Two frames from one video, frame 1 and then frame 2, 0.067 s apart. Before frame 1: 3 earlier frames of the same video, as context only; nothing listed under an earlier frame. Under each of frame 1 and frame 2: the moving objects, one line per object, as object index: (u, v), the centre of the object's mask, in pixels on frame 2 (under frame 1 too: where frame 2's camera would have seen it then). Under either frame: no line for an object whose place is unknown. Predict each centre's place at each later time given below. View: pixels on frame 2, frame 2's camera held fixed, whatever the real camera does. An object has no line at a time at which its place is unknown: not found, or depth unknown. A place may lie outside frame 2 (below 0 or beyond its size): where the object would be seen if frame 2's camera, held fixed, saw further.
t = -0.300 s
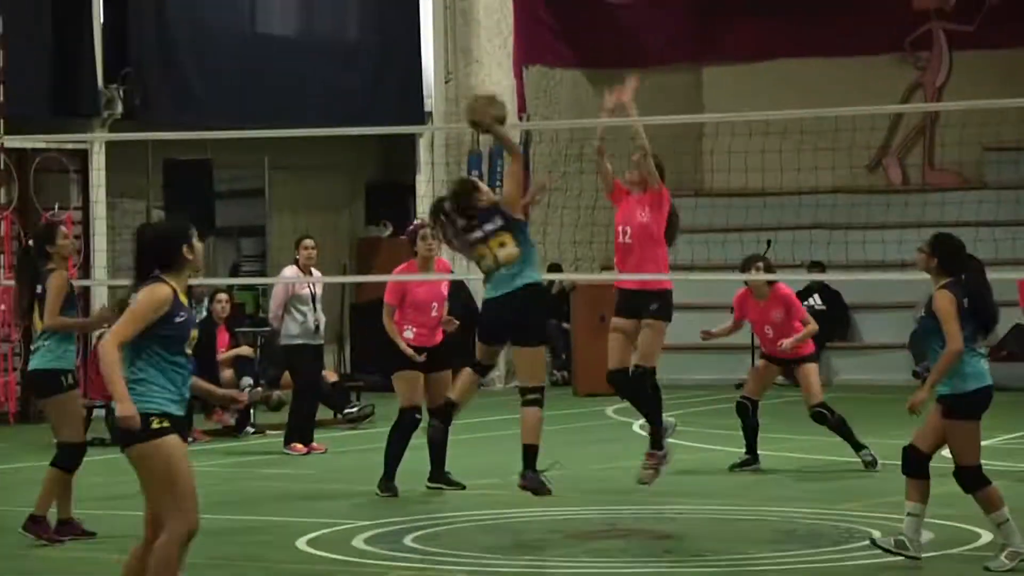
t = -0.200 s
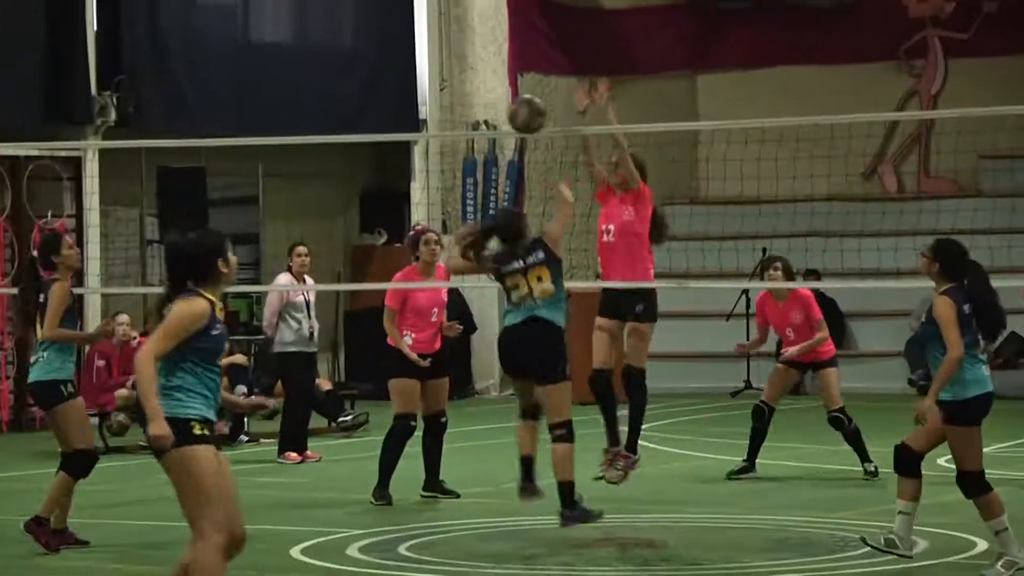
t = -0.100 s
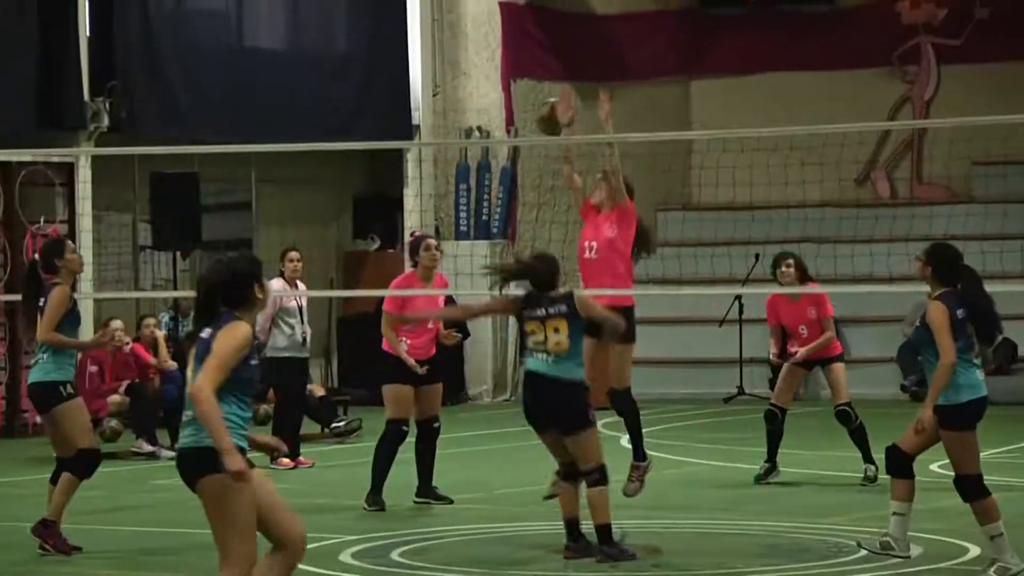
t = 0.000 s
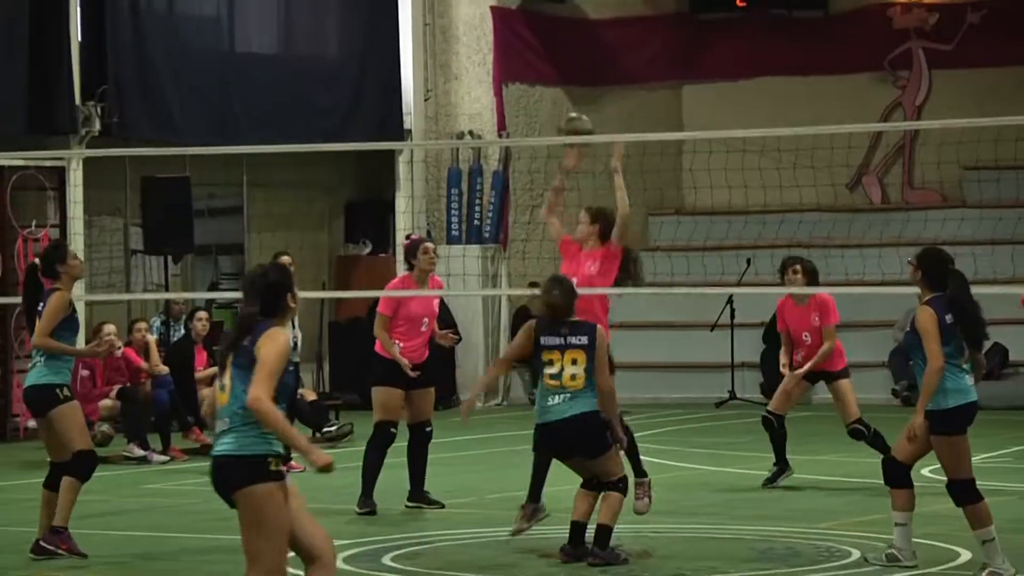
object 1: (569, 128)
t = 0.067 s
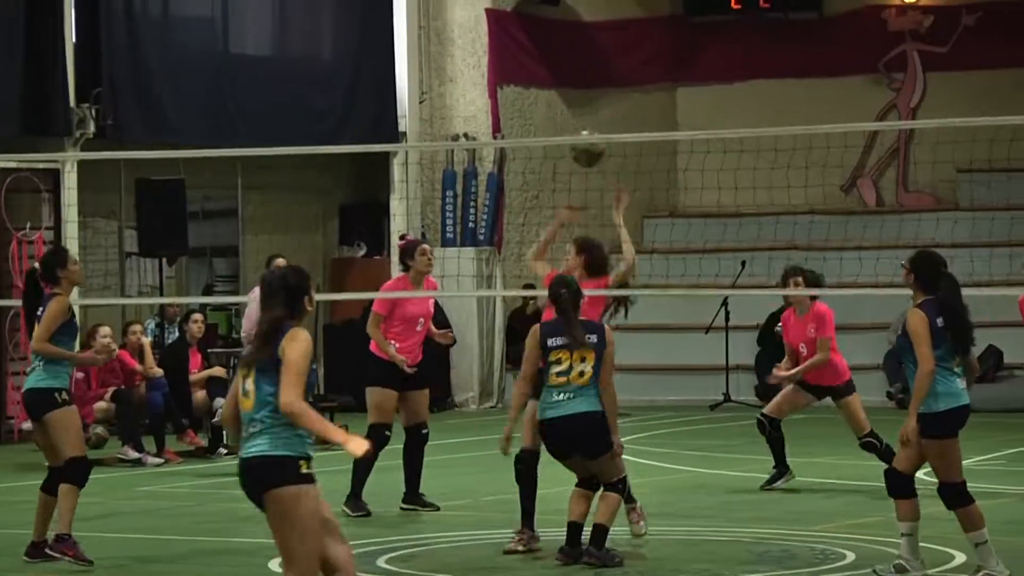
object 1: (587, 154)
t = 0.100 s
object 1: (597, 161)
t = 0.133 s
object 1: (605, 172)
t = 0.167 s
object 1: (613, 185)
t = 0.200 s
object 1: (619, 202)
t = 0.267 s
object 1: (634, 237)
